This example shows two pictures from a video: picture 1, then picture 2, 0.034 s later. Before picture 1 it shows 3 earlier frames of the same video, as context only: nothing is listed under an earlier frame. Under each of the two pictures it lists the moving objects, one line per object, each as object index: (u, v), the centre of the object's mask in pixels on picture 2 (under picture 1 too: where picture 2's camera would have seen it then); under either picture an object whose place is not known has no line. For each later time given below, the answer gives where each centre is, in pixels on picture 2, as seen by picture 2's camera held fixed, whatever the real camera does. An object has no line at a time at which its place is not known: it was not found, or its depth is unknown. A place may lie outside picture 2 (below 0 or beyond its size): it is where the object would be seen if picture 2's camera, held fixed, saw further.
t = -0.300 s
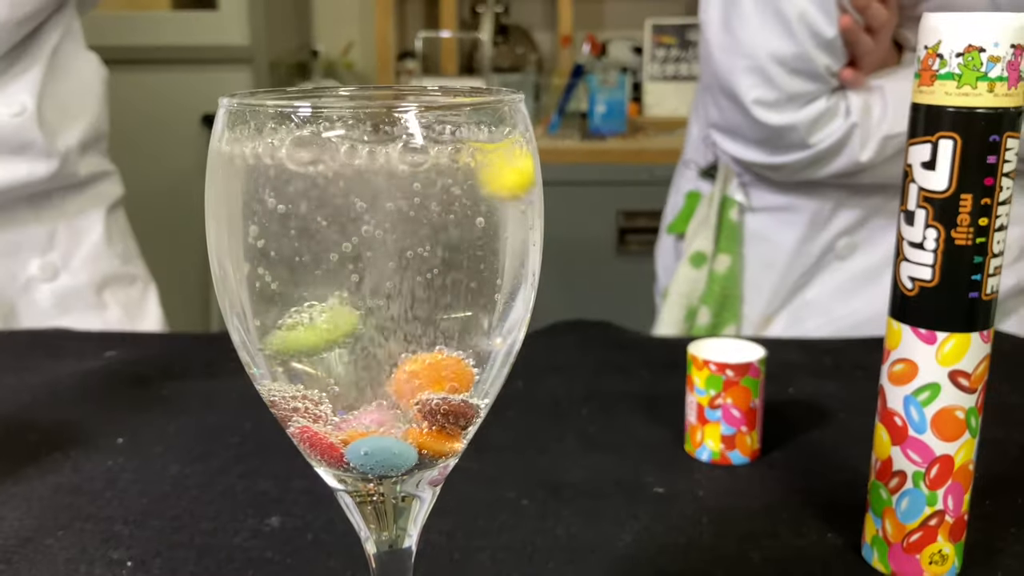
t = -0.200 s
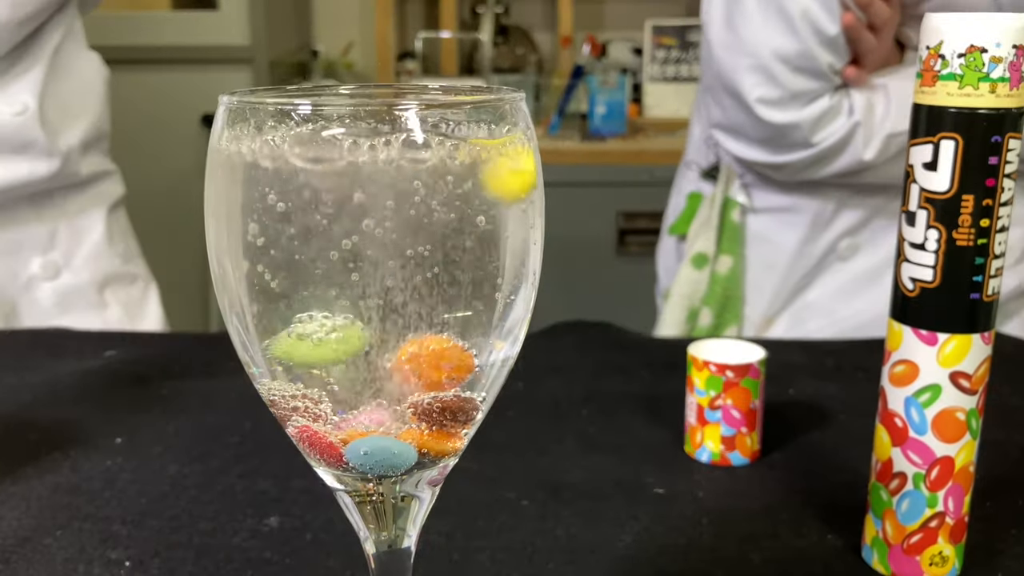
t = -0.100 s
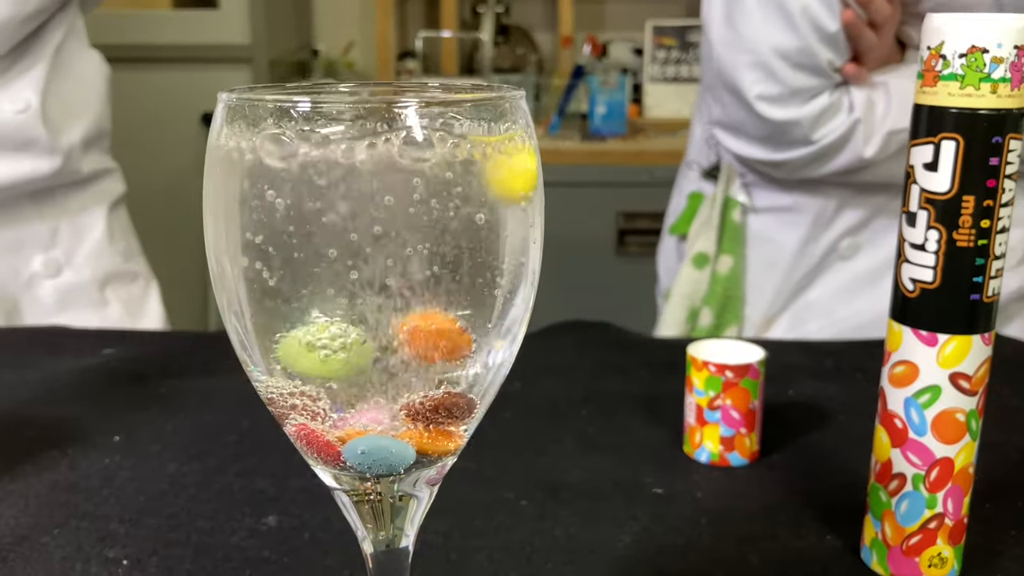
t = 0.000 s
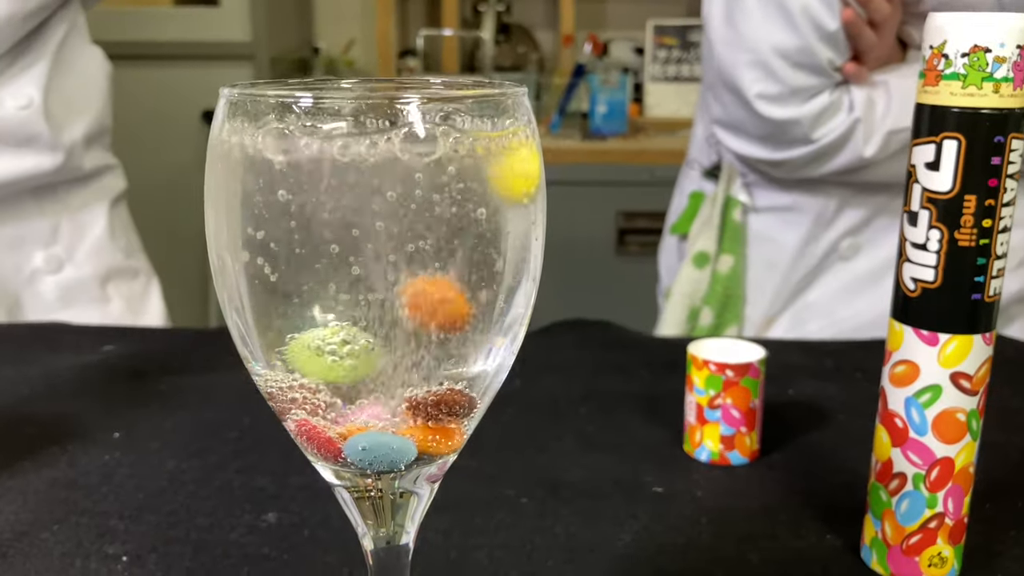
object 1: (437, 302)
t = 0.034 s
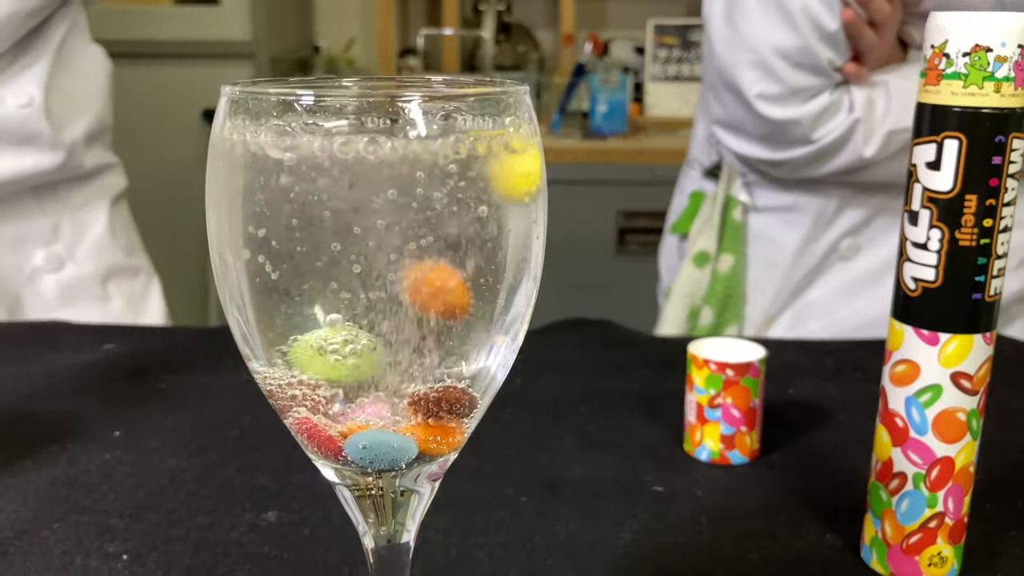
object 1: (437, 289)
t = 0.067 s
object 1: (437, 276)
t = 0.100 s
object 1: (437, 264)
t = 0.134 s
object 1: (438, 250)
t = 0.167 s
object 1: (440, 235)
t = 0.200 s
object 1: (440, 223)
